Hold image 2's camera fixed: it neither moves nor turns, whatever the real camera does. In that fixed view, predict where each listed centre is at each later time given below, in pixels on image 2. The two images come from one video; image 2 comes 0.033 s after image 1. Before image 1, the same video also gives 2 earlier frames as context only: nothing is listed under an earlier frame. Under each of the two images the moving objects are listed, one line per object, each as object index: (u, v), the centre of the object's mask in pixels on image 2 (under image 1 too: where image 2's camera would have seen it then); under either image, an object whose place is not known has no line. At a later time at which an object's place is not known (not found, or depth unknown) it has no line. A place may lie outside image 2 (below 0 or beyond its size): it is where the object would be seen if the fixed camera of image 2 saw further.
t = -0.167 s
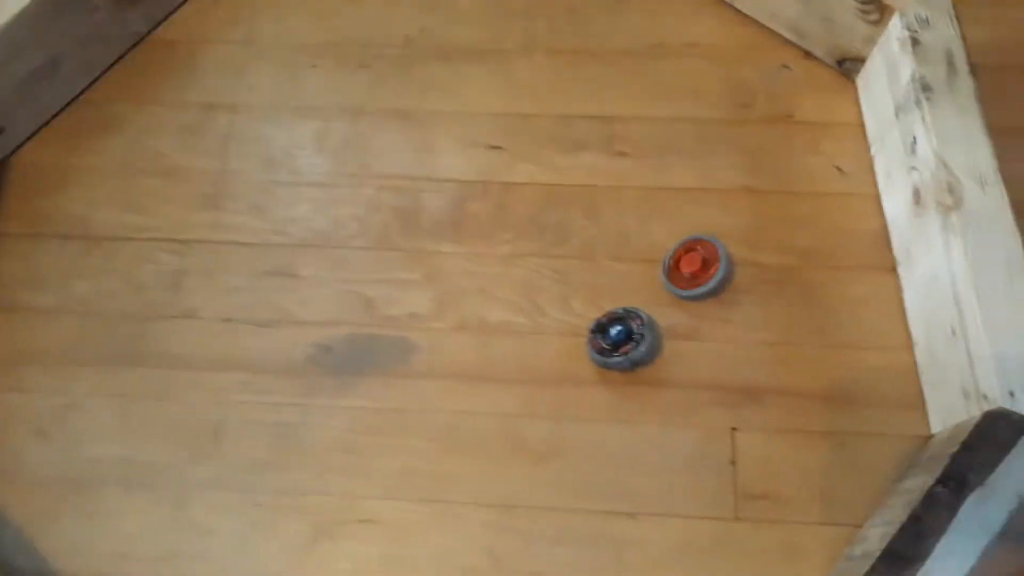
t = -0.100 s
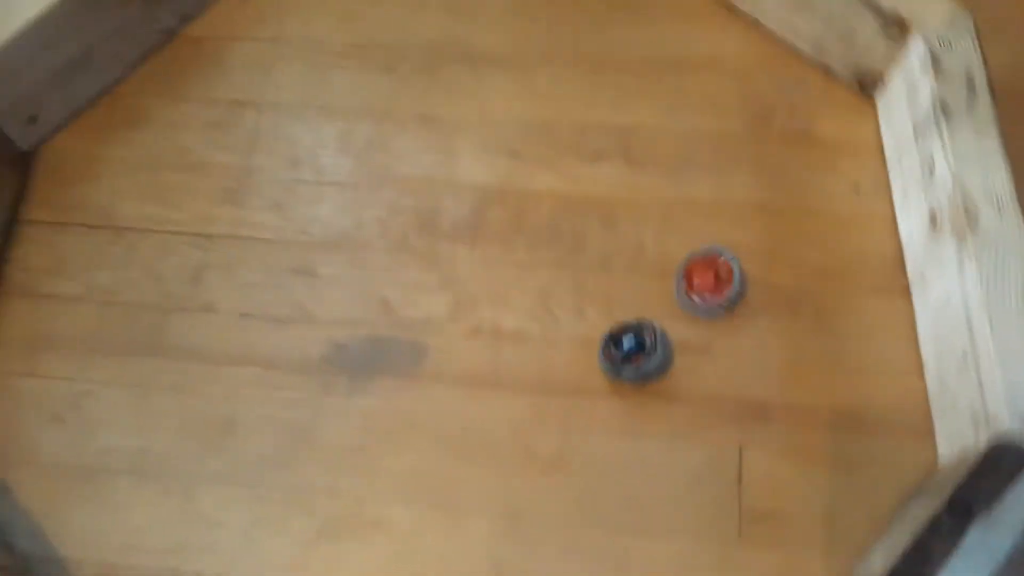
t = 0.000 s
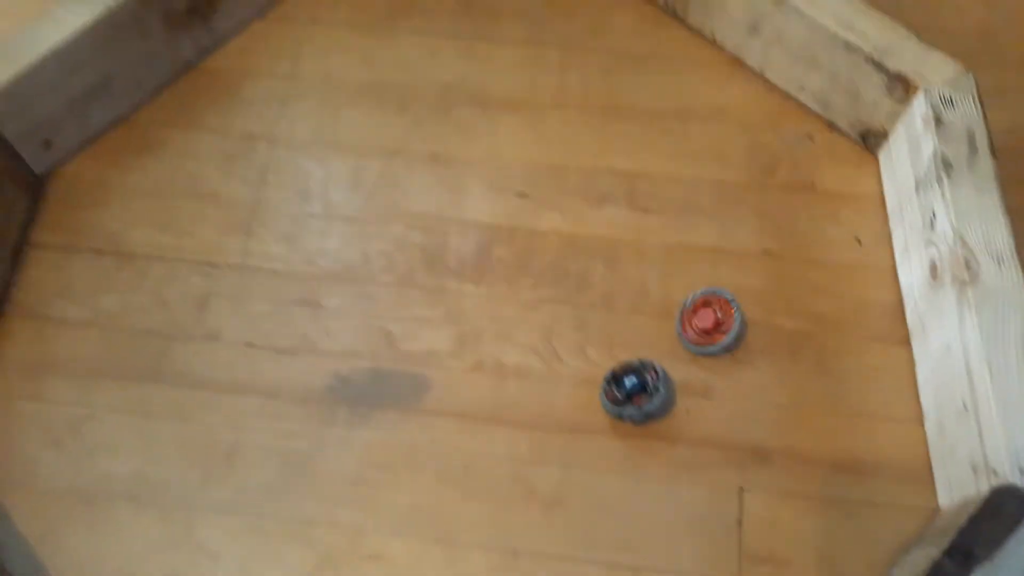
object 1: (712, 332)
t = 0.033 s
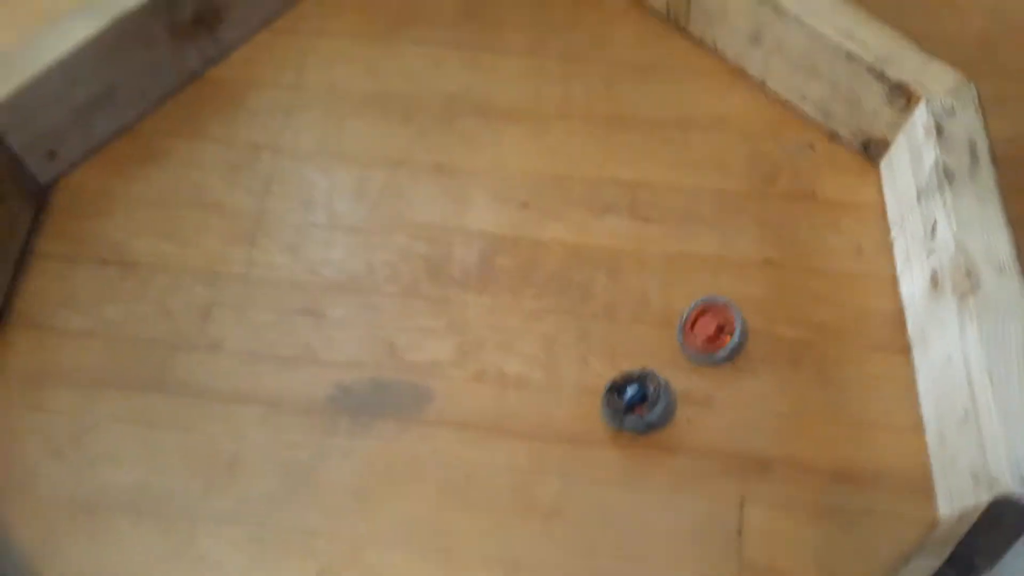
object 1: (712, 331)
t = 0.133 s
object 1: (712, 327)
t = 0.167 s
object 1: (712, 325)
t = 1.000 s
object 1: (728, 337)
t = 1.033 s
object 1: (727, 337)
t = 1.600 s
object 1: (741, 327)
